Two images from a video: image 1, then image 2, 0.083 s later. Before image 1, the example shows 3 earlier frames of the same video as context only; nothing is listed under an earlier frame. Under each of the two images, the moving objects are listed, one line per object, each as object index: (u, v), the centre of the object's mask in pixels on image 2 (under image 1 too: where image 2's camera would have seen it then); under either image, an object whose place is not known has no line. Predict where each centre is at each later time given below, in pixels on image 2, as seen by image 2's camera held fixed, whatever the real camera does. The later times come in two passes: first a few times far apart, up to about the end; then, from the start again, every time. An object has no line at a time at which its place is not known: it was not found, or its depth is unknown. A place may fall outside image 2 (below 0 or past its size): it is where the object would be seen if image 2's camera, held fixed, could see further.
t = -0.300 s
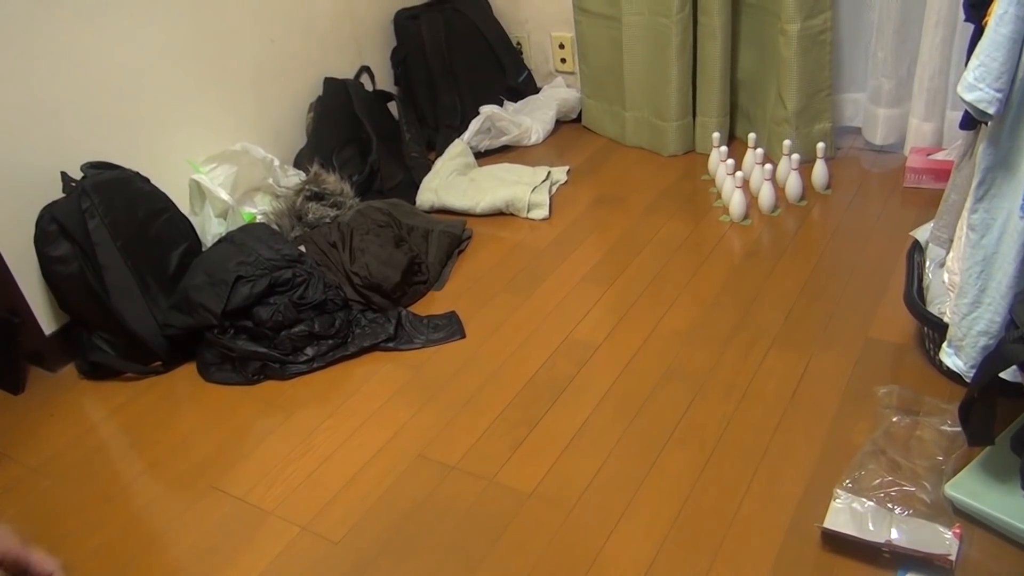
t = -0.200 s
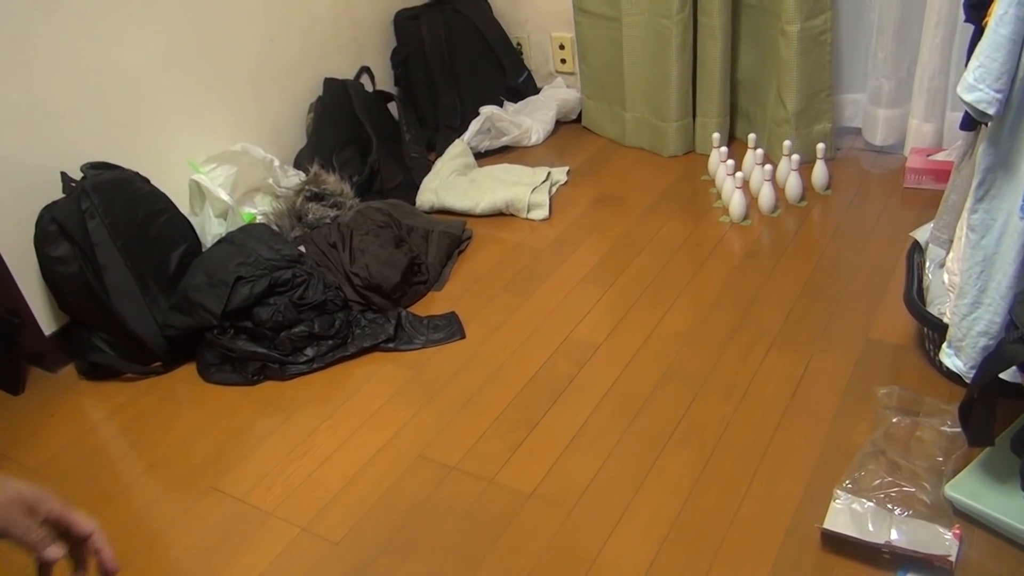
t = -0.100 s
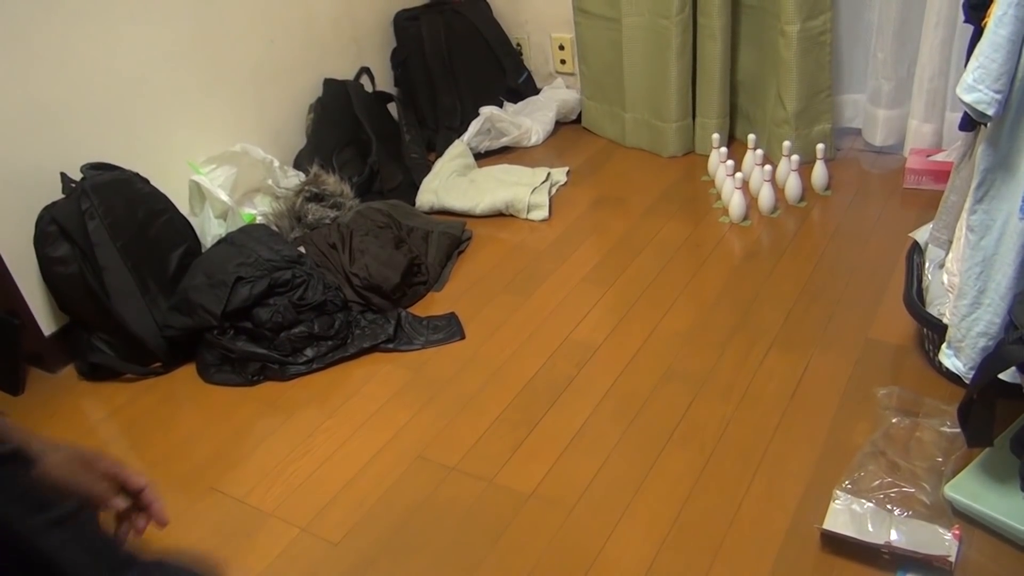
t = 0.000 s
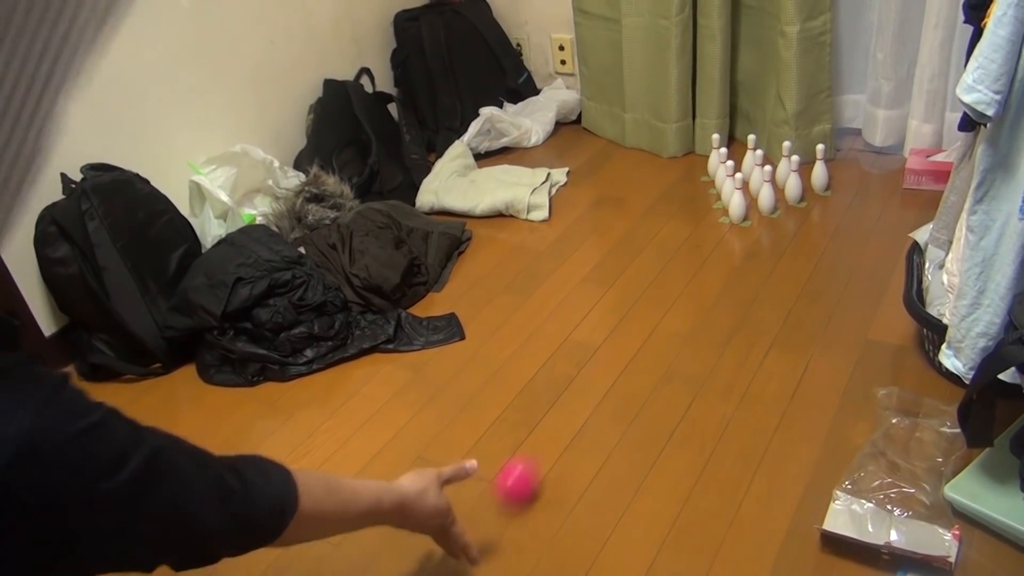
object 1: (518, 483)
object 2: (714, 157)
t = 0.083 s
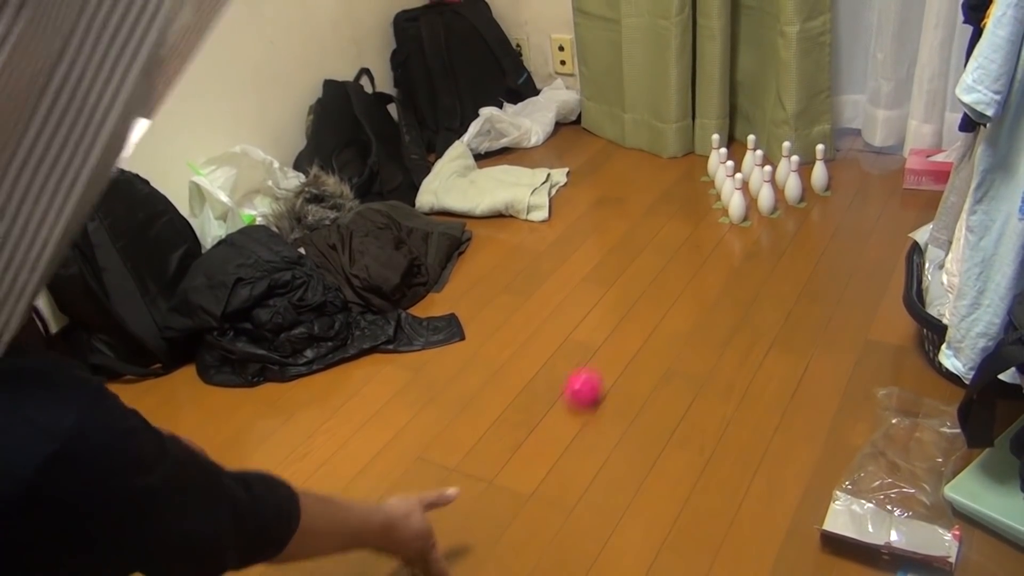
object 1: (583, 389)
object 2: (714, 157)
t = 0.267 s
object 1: (679, 252)
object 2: (714, 157)
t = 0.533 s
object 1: (703, 174)
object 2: (710, 150)
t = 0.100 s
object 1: (595, 373)
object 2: (714, 157)
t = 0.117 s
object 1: (606, 357)
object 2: (714, 156)
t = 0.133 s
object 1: (614, 344)
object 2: (714, 157)
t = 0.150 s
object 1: (624, 330)
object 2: (714, 157)
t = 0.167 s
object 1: (633, 317)
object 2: (714, 157)
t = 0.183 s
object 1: (641, 305)
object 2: (714, 157)
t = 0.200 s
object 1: (650, 293)
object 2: (714, 157)
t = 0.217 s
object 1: (657, 283)
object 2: (714, 157)
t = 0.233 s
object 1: (665, 271)
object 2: (714, 157)
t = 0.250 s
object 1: (672, 261)
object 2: (714, 157)
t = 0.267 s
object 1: (679, 252)
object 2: (714, 157)
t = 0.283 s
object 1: (685, 242)
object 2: (714, 157)
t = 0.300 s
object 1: (691, 234)
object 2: (714, 157)
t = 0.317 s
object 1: (697, 224)
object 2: (714, 157)
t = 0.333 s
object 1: (703, 215)
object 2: (714, 157)
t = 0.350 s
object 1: (708, 208)
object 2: (714, 157)
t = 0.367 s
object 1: (712, 202)
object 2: (714, 157)
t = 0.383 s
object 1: (712, 196)
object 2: (714, 157)
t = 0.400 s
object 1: (713, 192)
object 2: (714, 156)
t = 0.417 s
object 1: (712, 189)
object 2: (714, 156)
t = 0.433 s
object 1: (710, 186)
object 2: (715, 156)
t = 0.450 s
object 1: (709, 183)
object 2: (715, 155)
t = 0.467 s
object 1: (708, 181)
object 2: (714, 154)
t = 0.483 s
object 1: (707, 178)
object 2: (712, 152)
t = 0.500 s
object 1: (706, 176)
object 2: (711, 151)
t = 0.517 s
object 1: (705, 174)
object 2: (710, 150)
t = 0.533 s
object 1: (703, 174)
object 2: (710, 150)
